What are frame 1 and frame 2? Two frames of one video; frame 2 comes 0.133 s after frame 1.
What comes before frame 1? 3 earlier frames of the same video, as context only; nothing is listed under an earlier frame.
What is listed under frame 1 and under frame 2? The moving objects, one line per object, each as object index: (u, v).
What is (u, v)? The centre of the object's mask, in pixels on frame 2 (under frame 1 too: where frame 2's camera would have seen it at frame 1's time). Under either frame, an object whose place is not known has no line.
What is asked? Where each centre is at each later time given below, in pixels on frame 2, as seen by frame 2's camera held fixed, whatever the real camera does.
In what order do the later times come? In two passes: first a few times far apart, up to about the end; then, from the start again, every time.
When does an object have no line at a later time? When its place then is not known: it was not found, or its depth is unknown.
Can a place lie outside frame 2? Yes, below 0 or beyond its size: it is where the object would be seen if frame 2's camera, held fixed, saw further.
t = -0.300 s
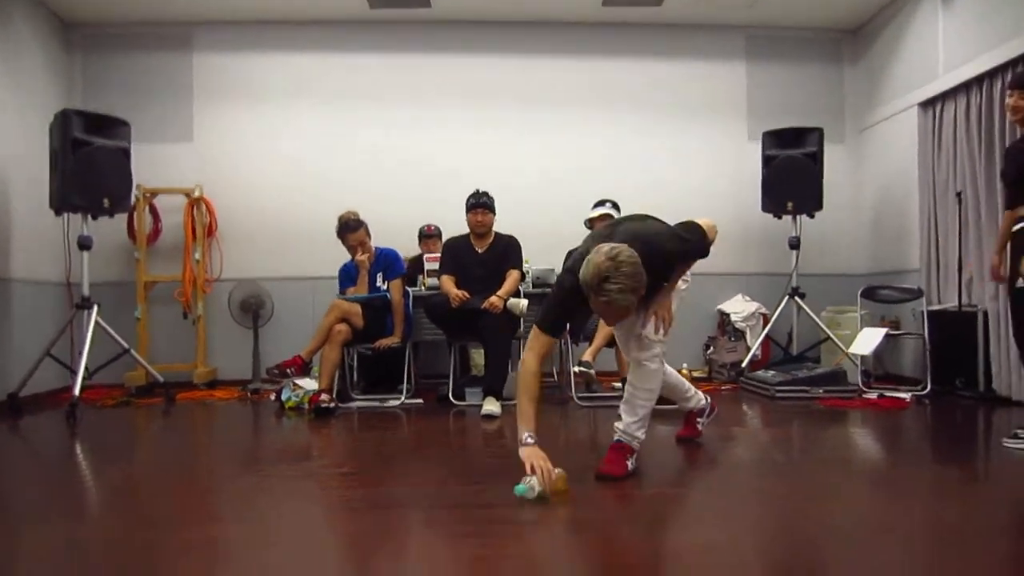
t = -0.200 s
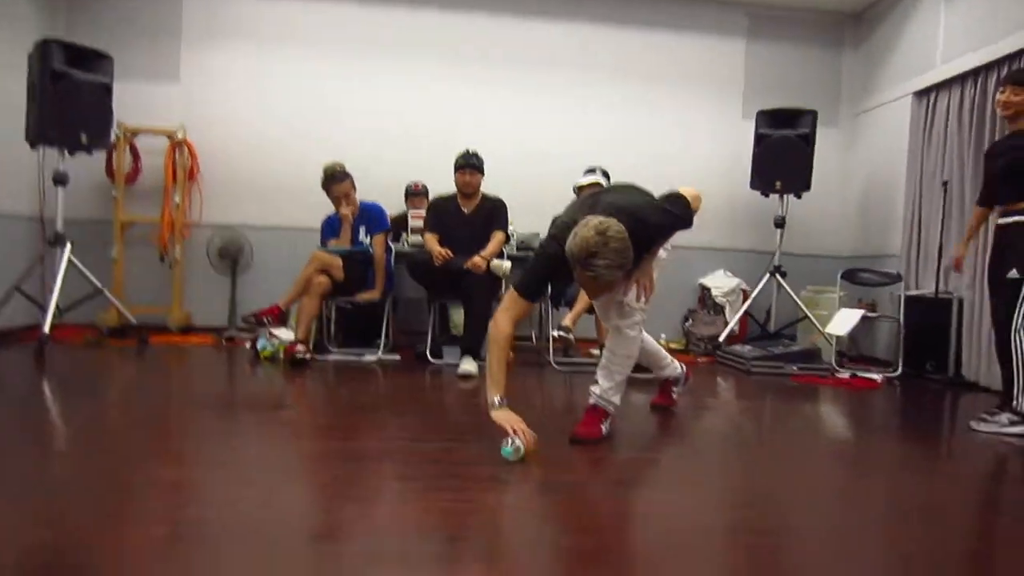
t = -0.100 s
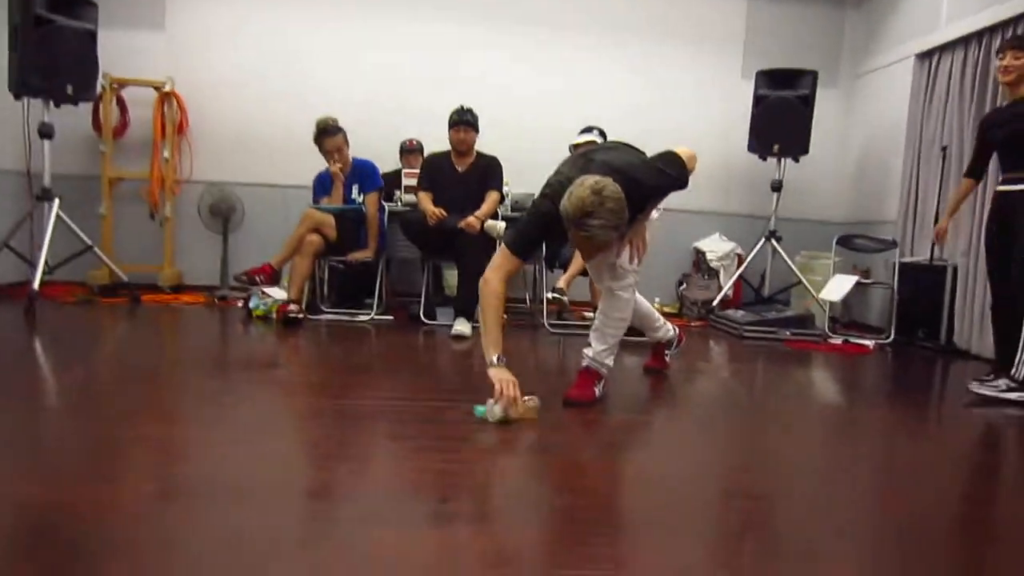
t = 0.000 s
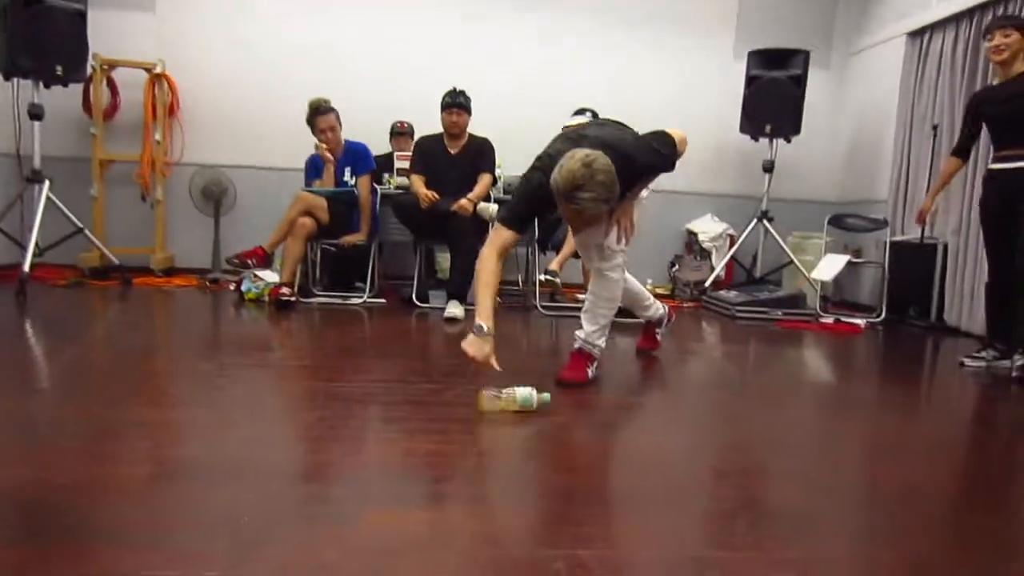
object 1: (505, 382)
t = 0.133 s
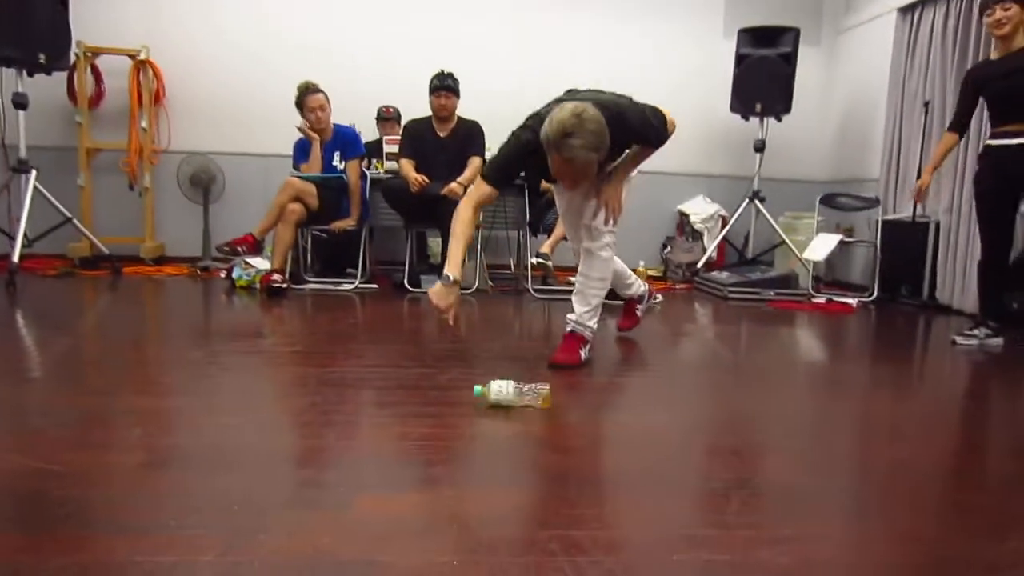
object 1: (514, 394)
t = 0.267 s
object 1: (522, 404)
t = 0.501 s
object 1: (536, 422)
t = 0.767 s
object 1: (527, 427)
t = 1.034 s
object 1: (524, 428)
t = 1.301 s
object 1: (530, 428)
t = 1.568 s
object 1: (524, 426)
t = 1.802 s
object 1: (530, 426)
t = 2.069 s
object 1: (527, 428)
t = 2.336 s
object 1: (530, 426)
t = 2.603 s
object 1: (532, 426)
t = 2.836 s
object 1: (537, 426)
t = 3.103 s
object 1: (540, 427)
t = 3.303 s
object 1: (540, 427)
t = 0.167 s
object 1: (518, 397)
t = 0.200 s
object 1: (520, 402)
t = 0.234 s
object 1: (518, 402)
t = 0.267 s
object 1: (522, 404)
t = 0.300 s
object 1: (524, 407)
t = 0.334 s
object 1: (525, 409)
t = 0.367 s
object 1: (527, 411)
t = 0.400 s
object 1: (530, 413)
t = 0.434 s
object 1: (530, 416)
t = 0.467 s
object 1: (533, 418)
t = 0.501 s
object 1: (536, 422)
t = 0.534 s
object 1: (530, 424)
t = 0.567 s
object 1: (529, 423)
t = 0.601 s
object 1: (530, 424)
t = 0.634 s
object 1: (530, 425)
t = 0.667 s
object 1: (531, 426)
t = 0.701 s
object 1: (530, 427)
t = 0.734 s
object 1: (528, 427)
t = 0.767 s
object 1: (527, 427)
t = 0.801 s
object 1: (527, 427)
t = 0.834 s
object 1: (528, 428)
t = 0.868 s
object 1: (530, 429)
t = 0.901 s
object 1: (529, 432)
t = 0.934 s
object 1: (524, 431)
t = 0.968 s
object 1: (522, 429)
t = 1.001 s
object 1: (523, 429)
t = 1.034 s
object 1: (524, 428)
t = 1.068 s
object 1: (526, 427)
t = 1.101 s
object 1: (526, 427)
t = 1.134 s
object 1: (526, 428)
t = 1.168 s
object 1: (527, 427)
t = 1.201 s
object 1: (526, 427)
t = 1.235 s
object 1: (527, 428)
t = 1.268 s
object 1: (527, 428)
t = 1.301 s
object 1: (530, 428)
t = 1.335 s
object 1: (529, 430)
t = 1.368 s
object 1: (527, 431)
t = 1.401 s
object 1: (525, 430)
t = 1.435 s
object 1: (524, 428)
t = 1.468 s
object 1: (524, 428)
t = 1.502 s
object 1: (524, 427)
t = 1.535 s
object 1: (525, 426)
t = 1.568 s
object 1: (524, 426)
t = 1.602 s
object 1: (525, 426)
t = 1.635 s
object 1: (527, 426)
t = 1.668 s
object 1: (528, 425)
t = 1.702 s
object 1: (528, 425)
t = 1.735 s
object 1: (529, 425)
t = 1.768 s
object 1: (530, 425)
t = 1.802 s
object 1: (530, 426)
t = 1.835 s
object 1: (531, 426)
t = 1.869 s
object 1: (533, 427)
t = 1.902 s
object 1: (534, 428)
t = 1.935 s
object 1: (533, 429)
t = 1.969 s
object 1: (531, 430)
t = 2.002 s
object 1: (529, 430)
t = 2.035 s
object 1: (528, 429)
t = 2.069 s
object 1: (527, 428)
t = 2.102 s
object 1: (528, 428)
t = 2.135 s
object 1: (529, 427)
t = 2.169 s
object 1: (529, 427)
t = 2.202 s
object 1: (529, 427)
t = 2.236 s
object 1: (529, 427)
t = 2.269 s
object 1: (530, 426)
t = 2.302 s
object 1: (530, 426)
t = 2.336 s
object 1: (530, 426)
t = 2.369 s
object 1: (531, 426)
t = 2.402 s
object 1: (531, 426)
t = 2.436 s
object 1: (531, 426)
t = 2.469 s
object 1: (531, 426)
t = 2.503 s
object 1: (531, 426)
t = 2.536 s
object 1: (532, 427)
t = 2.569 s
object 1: (532, 426)
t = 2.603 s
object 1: (532, 426)
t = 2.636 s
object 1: (532, 426)
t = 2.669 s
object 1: (533, 426)
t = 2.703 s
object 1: (534, 426)
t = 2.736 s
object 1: (534, 426)
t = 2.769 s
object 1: (535, 426)
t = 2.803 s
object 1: (536, 426)
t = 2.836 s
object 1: (537, 426)
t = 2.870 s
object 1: (537, 426)
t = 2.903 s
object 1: (538, 426)
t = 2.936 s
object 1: (538, 427)
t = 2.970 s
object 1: (539, 427)
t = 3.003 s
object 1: (539, 427)
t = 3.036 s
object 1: (540, 427)
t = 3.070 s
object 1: (540, 427)
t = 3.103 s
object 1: (540, 427)
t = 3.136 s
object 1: (540, 427)
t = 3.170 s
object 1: (540, 427)
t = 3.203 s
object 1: (540, 427)
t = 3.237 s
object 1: (540, 427)
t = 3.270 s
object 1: (541, 427)
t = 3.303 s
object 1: (540, 427)
